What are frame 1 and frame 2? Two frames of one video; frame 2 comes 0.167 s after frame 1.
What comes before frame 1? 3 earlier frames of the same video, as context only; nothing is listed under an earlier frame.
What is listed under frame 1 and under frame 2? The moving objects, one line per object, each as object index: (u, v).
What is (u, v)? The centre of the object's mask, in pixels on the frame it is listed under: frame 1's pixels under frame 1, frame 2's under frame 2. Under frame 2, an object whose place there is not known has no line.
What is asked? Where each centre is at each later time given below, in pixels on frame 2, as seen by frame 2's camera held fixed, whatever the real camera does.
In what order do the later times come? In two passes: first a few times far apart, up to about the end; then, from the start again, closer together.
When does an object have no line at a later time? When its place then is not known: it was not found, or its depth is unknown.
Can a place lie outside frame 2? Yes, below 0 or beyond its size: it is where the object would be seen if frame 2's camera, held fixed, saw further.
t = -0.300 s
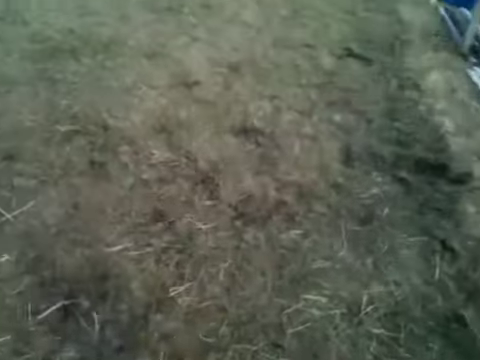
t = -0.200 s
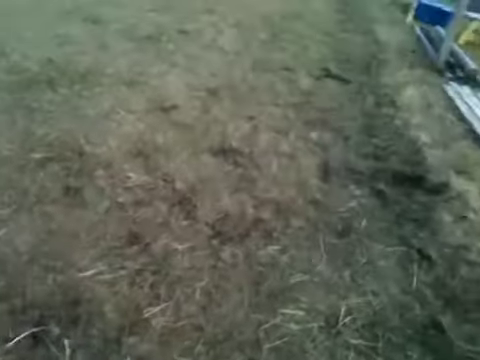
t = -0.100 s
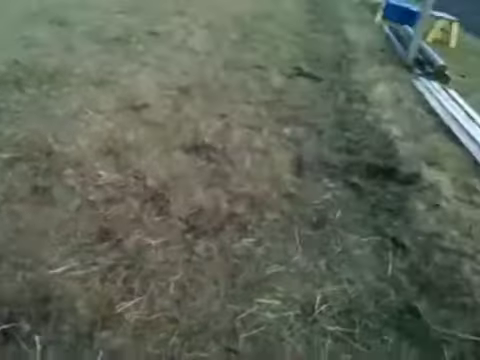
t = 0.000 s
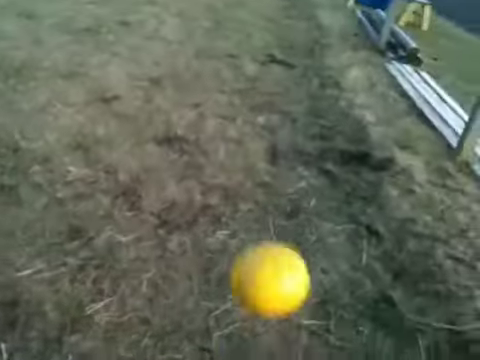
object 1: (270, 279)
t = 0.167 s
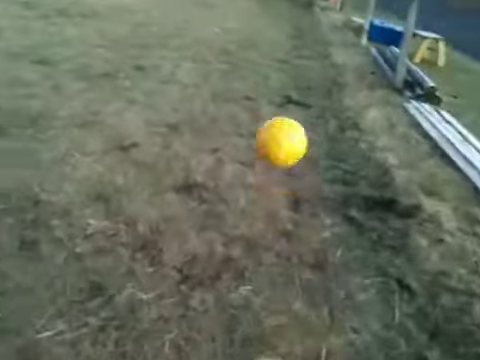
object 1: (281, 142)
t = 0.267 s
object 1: (277, 102)
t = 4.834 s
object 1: (286, 2)
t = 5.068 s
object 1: (286, 1)
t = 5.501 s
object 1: (288, 0)
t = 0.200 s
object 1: (281, 124)
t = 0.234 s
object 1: (279, 112)
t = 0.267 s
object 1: (277, 102)
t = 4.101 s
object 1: (286, 5)
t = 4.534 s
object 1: (285, 3)
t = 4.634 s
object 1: (285, 2)
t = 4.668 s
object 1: (285, 2)
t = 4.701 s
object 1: (285, 2)
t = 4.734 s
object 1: (285, 2)
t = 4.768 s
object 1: (286, 2)
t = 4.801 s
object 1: (286, 2)
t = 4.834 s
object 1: (286, 2)
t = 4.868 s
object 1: (285, 2)
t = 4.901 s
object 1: (286, 2)
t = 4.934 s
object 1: (286, 1)
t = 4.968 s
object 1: (286, 1)
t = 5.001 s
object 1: (286, 1)
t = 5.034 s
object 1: (286, 1)
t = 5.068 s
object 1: (286, 1)
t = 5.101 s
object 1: (287, 1)
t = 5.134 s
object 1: (287, 1)
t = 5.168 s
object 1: (287, 1)
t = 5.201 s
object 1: (287, 0)
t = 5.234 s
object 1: (287, 0)
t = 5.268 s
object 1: (287, 0)
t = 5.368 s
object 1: (288, 0)
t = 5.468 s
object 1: (288, 0)
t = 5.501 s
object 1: (288, 0)
